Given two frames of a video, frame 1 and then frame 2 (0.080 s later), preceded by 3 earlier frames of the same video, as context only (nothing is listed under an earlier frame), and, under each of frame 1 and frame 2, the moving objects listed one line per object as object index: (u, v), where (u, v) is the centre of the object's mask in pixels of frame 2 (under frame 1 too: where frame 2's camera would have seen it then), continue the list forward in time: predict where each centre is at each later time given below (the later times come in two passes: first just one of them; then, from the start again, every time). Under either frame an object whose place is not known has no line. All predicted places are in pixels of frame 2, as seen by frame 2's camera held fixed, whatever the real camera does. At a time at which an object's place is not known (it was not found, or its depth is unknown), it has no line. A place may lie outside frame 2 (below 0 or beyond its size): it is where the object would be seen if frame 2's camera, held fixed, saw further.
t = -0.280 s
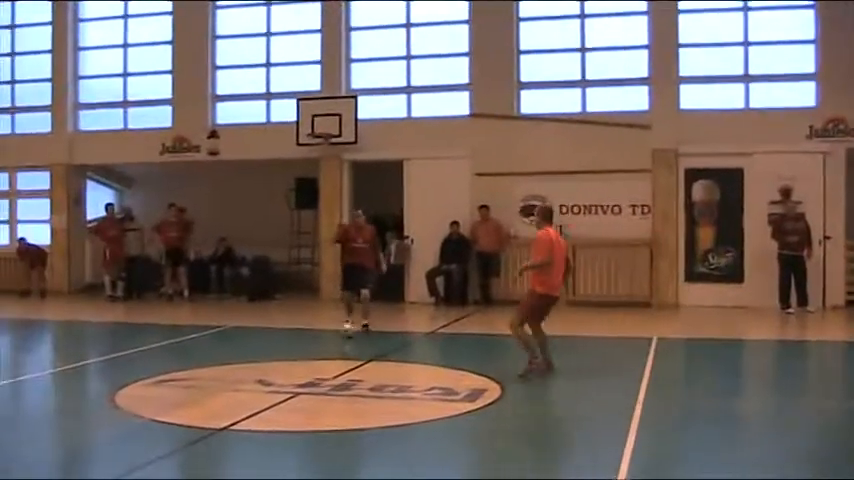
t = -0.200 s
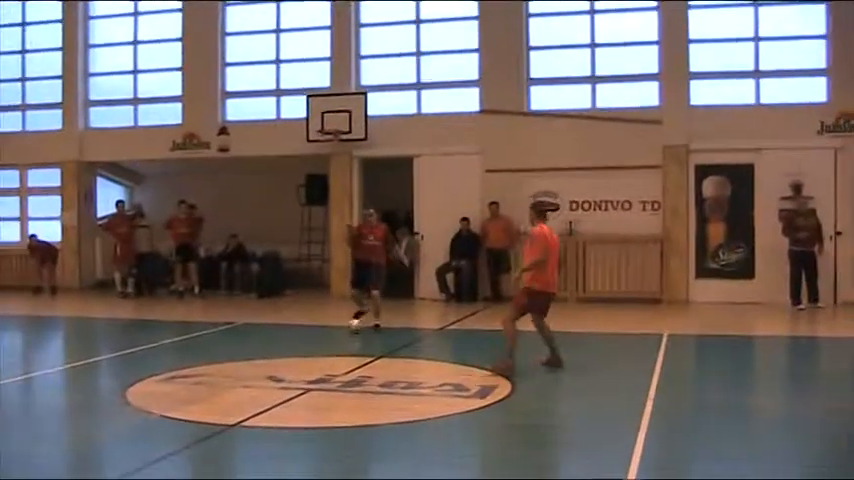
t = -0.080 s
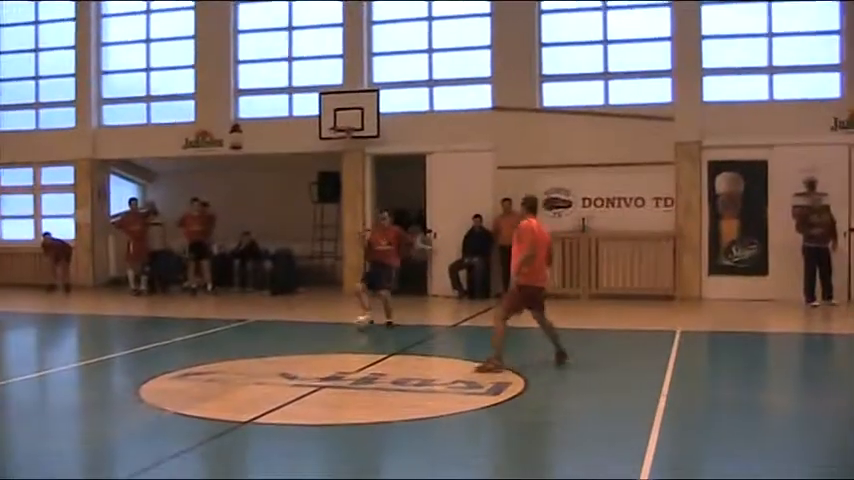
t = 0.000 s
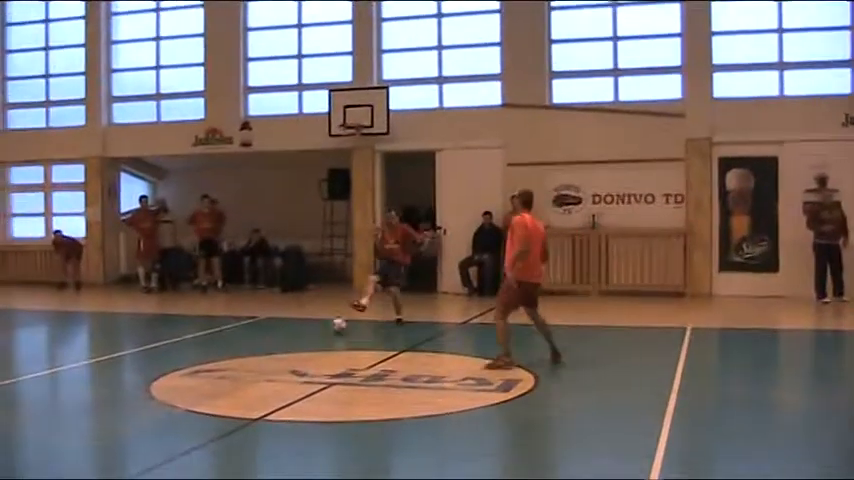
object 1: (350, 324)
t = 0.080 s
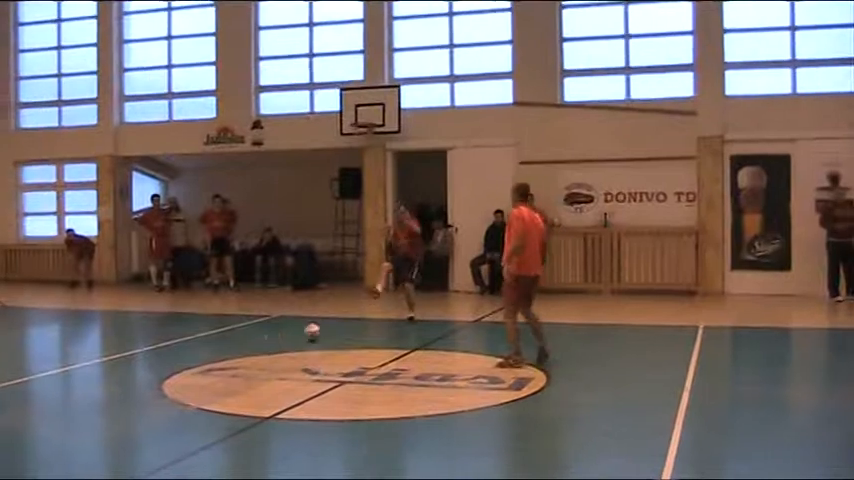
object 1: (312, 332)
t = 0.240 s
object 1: (227, 350)
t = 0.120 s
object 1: (292, 336)
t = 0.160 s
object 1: (271, 340)
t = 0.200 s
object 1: (250, 346)
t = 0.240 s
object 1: (227, 350)
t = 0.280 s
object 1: (203, 354)
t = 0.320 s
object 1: (179, 360)
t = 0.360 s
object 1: (155, 364)
